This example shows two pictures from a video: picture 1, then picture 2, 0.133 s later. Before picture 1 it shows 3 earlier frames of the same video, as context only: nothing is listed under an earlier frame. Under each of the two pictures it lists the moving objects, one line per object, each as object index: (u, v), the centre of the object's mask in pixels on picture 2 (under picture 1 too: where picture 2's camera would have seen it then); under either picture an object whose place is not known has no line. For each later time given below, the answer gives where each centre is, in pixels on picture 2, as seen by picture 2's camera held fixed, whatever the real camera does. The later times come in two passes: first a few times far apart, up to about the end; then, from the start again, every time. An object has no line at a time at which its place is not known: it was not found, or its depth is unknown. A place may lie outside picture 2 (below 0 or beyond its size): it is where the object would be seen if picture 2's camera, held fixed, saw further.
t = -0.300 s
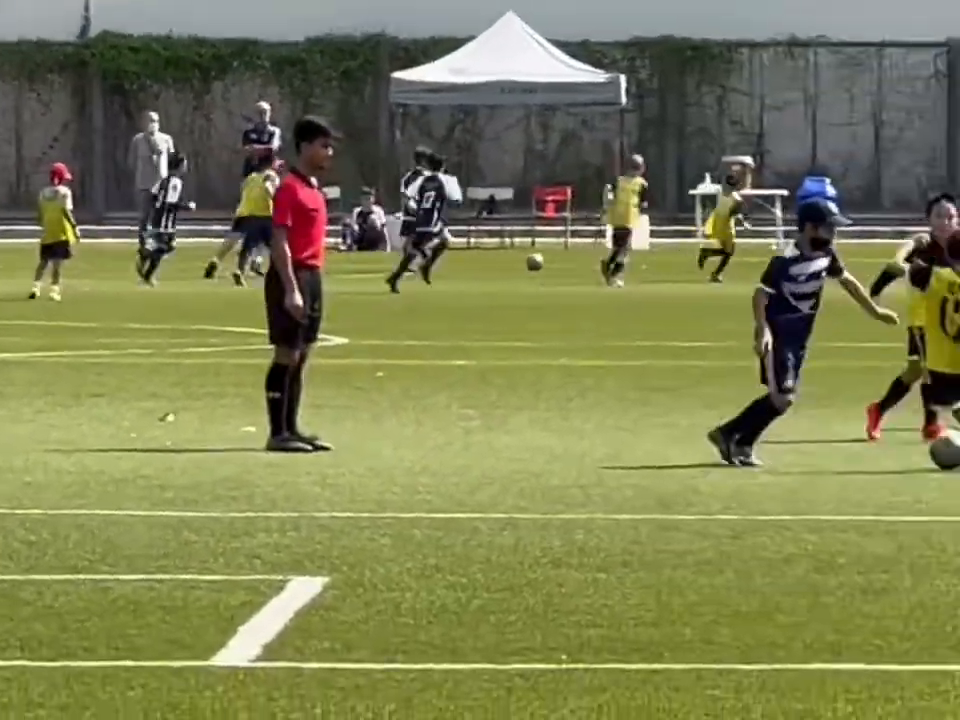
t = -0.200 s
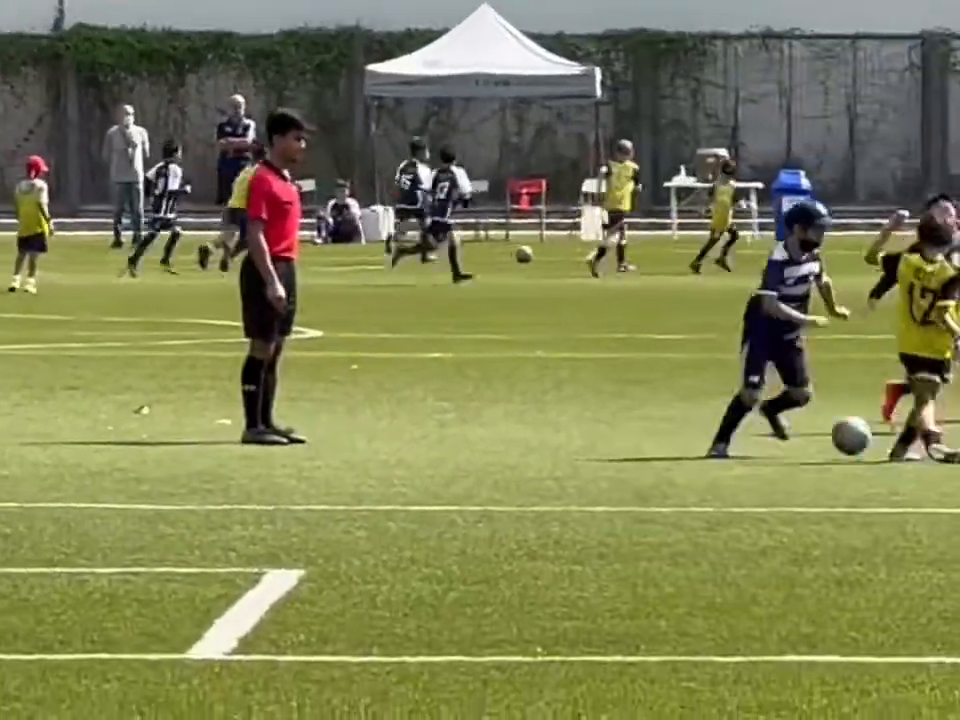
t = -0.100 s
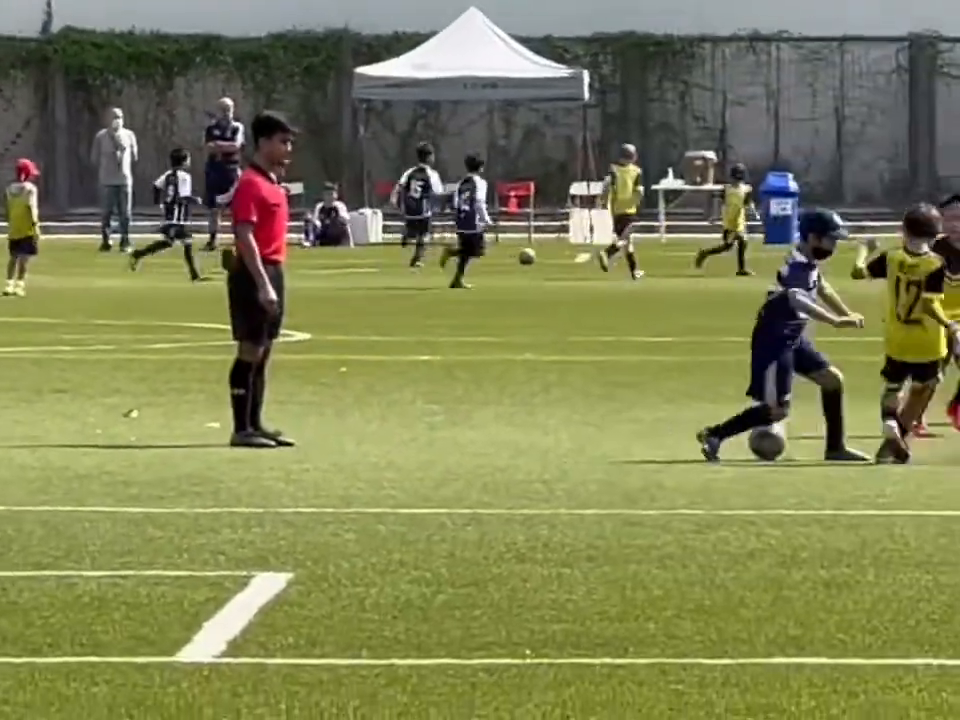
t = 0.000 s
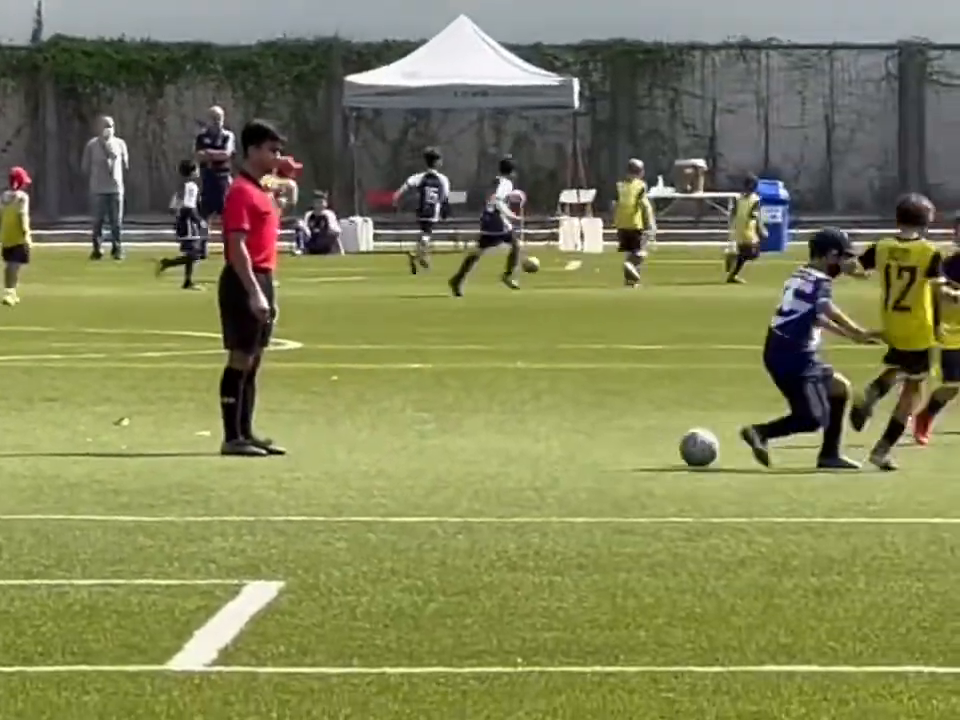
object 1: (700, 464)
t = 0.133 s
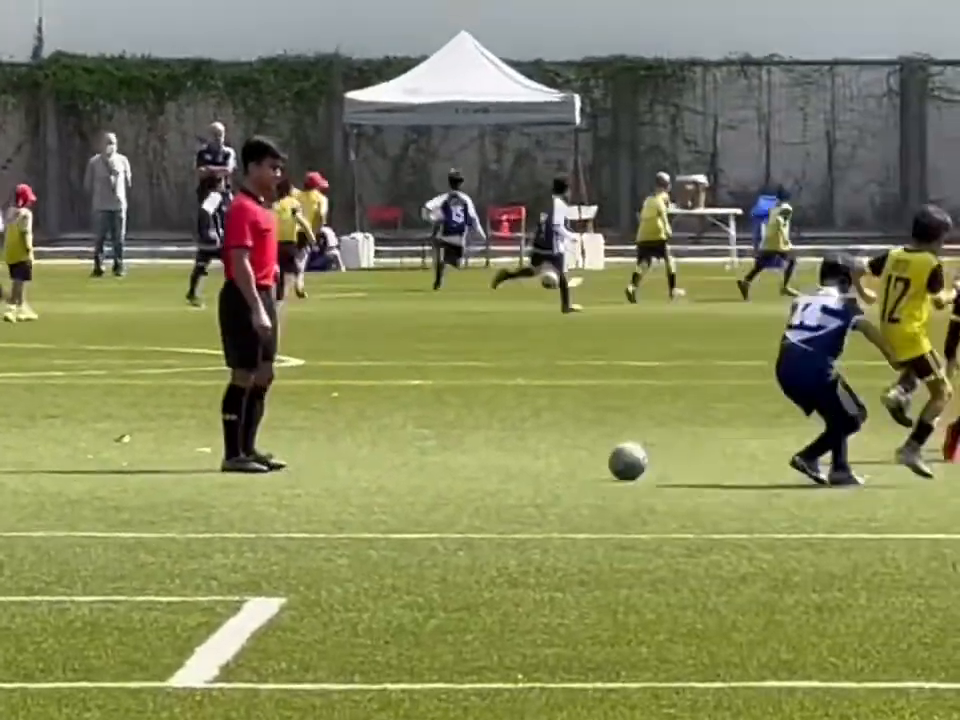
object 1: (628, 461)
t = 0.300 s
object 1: (541, 460)
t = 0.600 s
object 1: (393, 458)
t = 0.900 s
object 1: (257, 455)
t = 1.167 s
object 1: (153, 451)
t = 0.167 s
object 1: (610, 461)
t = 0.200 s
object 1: (593, 459)
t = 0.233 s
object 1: (575, 460)
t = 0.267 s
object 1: (558, 460)
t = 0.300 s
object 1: (541, 460)
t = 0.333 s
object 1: (524, 461)
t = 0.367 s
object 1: (508, 459)
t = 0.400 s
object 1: (491, 459)
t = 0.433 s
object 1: (474, 458)
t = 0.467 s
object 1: (458, 457)
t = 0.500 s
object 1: (441, 458)
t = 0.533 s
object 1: (425, 458)
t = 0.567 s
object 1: (409, 457)
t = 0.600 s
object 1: (393, 458)
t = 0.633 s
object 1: (378, 457)
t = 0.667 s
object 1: (362, 456)
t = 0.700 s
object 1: (346, 457)
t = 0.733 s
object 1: (331, 456)
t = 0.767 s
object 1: (321, 456)
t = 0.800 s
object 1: (302, 456)
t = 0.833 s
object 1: (286, 455)
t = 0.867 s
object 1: (271, 455)
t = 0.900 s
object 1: (257, 455)
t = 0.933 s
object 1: (242, 455)
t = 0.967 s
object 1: (227, 454)
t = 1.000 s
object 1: (213, 453)
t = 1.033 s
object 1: (199, 453)
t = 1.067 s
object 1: (186, 452)
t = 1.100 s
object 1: (172, 452)
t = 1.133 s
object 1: (158, 452)
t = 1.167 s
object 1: (153, 451)
